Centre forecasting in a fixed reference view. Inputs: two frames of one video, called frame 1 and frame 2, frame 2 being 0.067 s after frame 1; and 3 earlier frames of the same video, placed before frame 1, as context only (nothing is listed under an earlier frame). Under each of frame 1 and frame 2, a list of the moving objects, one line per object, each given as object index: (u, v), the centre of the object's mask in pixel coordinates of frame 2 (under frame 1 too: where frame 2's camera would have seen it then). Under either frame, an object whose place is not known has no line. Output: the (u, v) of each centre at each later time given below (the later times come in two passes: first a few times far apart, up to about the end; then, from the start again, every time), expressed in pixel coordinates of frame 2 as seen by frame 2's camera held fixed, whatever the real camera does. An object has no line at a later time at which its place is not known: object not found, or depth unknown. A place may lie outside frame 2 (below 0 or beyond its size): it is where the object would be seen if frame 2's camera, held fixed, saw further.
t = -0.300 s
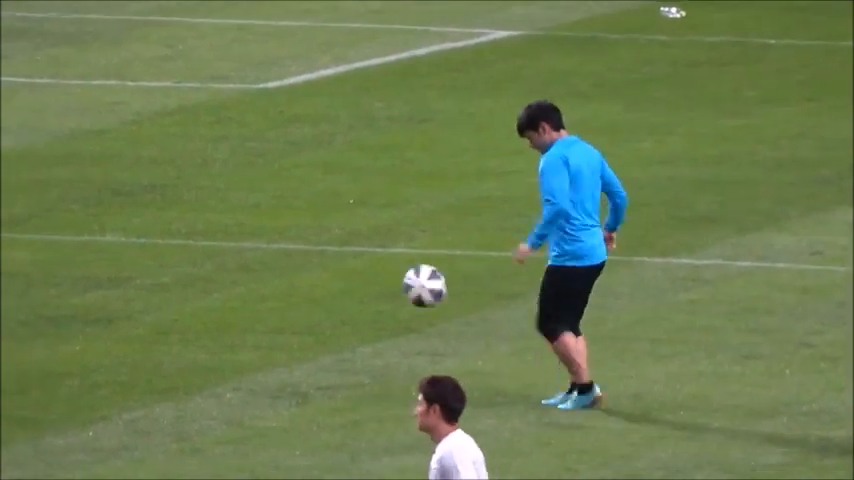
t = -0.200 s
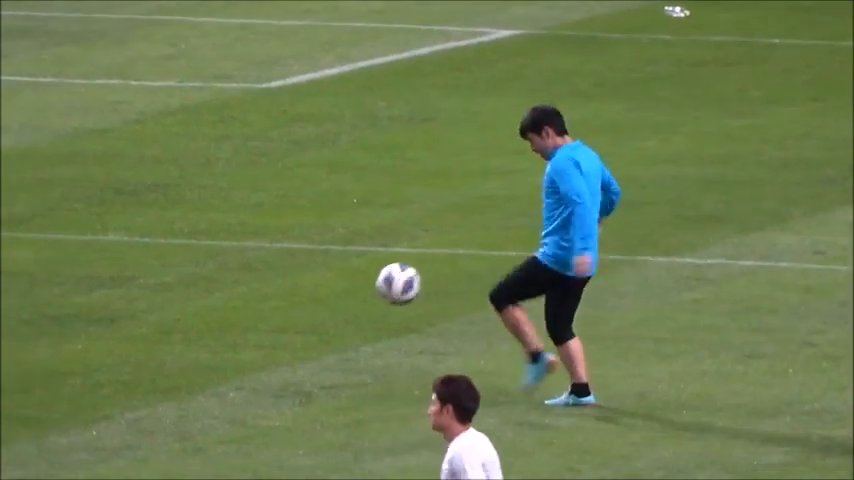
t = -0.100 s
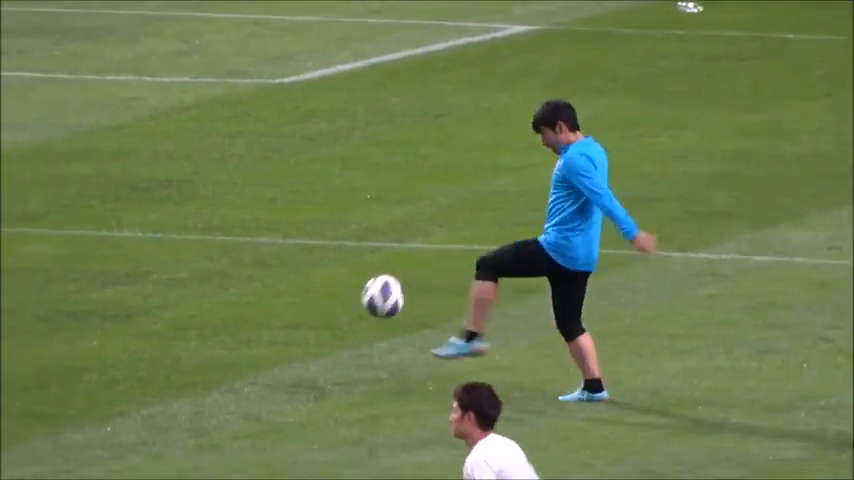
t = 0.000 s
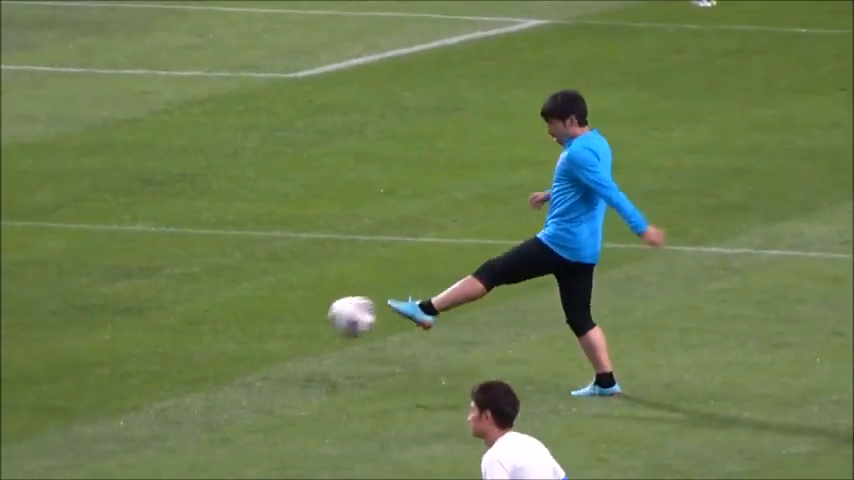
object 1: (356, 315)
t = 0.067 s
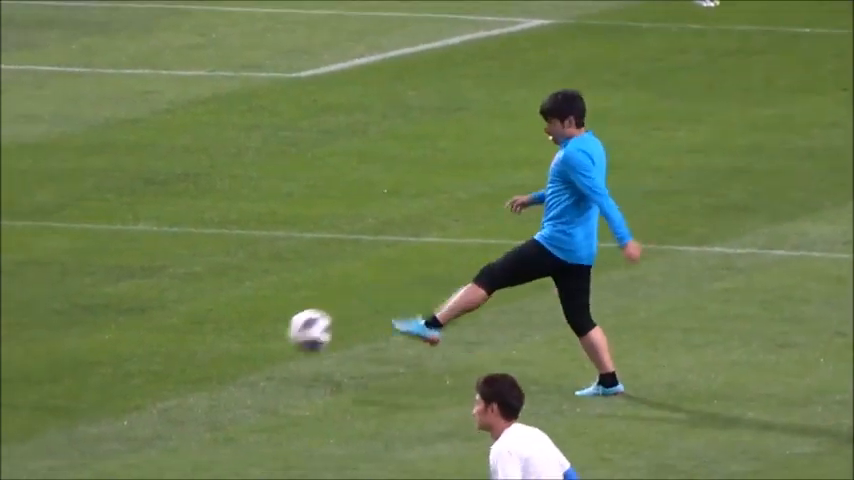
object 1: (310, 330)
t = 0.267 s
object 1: (189, 359)
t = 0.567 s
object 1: (50, 365)
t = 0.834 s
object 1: (-69, 371)
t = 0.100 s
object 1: (287, 340)
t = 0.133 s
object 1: (264, 353)
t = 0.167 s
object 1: (239, 369)
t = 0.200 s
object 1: (219, 372)
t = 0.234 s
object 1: (204, 365)
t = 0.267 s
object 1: (189, 359)
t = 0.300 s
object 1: (174, 355)
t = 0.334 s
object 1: (158, 354)
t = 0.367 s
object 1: (142, 353)
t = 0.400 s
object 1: (127, 355)
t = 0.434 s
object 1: (112, 360)
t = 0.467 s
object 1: (96, 367)
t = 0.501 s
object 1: (80, 372)
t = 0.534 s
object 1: (64, 369)
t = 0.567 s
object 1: (50, 365)
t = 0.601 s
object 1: (34, 365)
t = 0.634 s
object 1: (19, 367)
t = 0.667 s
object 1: (3, 370)
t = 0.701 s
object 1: (-13, 372)
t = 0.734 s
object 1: (-26, 370)
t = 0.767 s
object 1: (-40, 370)
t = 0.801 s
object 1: (-53, 370)
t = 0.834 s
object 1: (-69, 371)
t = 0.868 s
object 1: (-80, 370)
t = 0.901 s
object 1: (-97, 371)
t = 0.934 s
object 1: (-108, 371)
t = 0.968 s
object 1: (-125, 371)
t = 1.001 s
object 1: (-135, 372)
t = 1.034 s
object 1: (-145, 371)
